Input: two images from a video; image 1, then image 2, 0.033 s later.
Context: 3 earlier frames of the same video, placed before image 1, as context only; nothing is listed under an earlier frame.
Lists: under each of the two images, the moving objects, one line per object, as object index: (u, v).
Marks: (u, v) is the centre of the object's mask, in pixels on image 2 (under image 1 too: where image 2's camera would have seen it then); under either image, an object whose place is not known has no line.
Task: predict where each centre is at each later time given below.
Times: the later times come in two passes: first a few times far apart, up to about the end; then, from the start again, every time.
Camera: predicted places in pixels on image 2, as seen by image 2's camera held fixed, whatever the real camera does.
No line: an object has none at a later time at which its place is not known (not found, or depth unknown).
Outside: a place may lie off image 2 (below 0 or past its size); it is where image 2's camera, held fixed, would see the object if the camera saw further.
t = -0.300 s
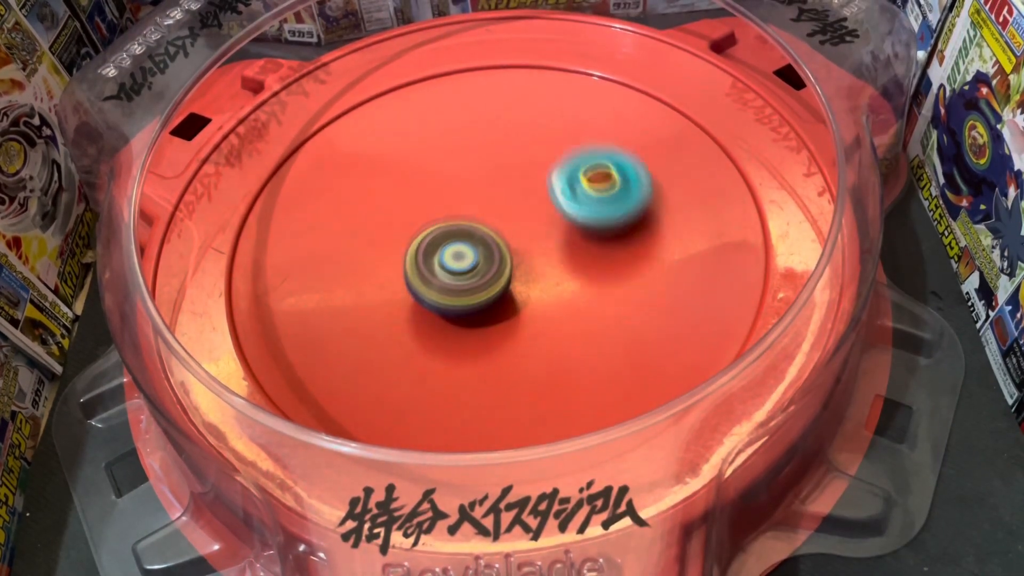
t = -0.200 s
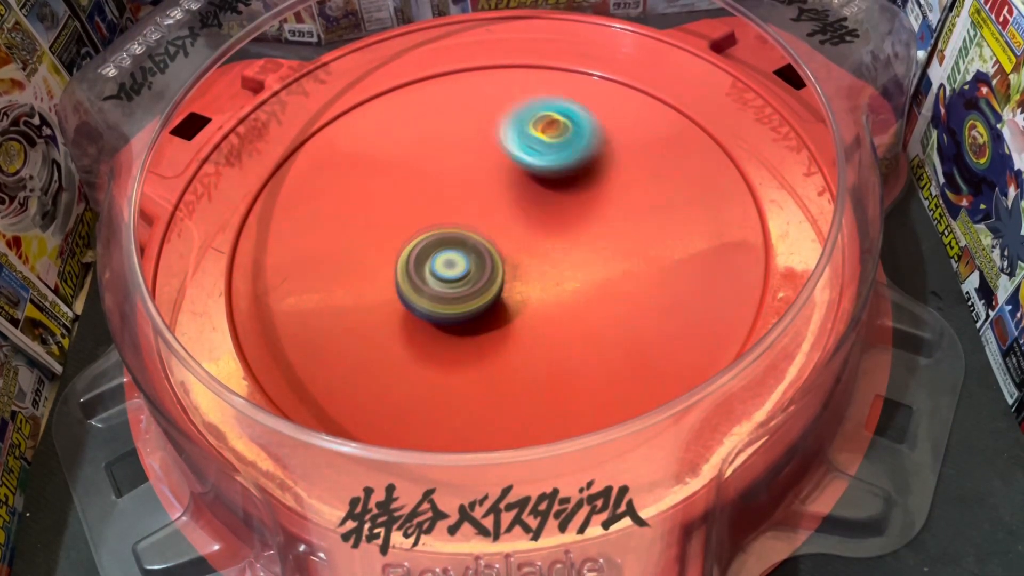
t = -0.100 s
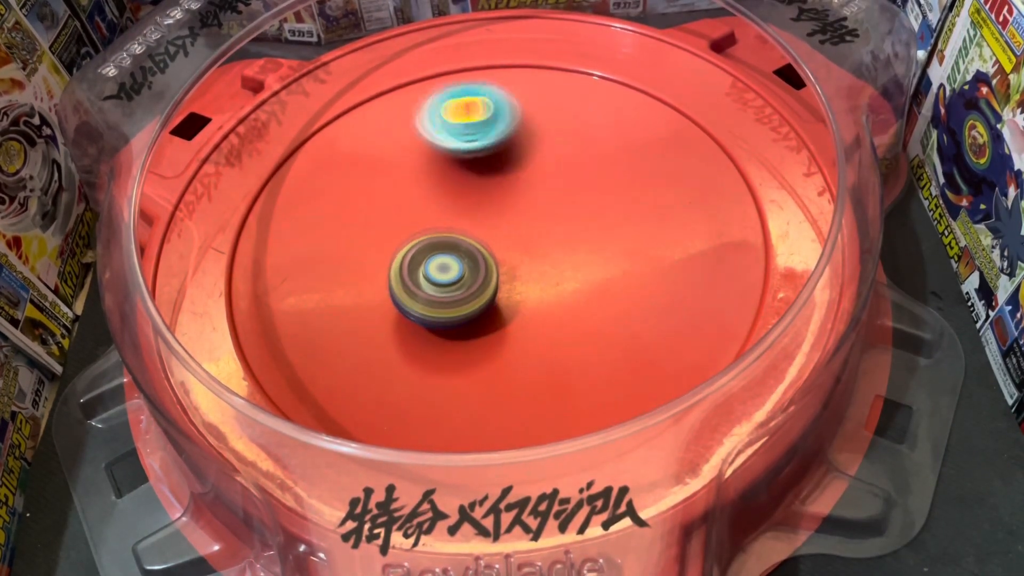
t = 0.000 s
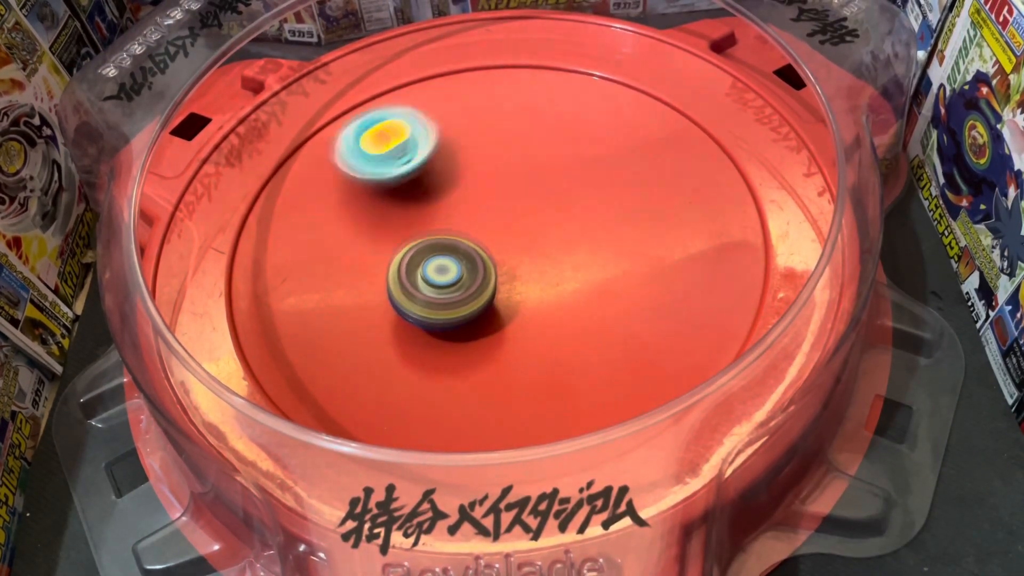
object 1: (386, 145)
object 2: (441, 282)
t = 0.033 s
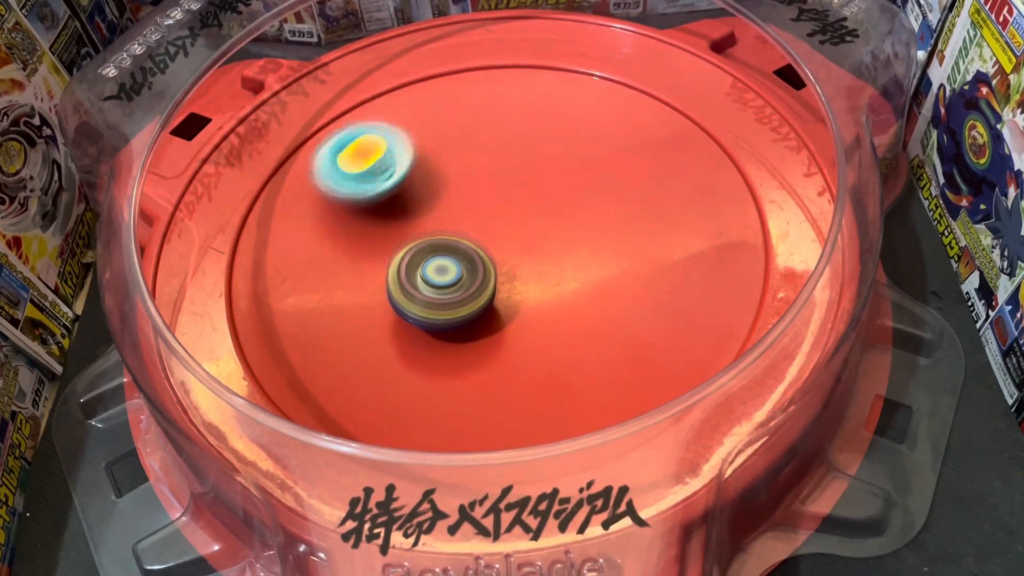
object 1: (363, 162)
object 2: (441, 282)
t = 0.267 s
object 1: (345, 320)
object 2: (470, 281)
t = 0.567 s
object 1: (604, 323)
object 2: (506, 256)
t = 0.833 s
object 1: (573, 144)
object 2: (526, 283)
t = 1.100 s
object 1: (358, 173)
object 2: (523, 292)
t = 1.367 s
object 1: (396, 344)
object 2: (525, 287)
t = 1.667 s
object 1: (600, 360)
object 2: (595, 174)
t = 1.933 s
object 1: (624, 296)
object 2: (586, 93)
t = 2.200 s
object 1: (565, 302)
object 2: (528, 113)
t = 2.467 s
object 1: (473, 351)
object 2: (512, 228)
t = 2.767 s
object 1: (475, 403)
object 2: (498, 198)
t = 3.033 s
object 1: (493, 340)
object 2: (491, 169)
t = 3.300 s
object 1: (419, 242)
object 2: (489, 154)
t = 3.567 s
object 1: (364, 233)
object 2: (485, 158)
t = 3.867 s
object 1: (366, 233)
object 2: (473, 185)
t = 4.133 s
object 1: (281, 324)
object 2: (689, 102)
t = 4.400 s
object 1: (479, 306)
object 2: (629, 278)
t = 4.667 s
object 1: (472, 178)
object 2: (547, 351)
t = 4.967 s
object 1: (412, 146)
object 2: (463, 342)
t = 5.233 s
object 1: (429, 215)
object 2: (438, 303)
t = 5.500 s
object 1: (441, 60)
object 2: (530, 407)
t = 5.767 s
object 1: (408, 121)
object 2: (506, 279)
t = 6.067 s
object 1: (433, 182)
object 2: (603, 284)
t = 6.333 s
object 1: (549, 200)
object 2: (580, 279)
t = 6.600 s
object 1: (598, 160)
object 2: (556, 253)
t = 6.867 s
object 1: (565, 136)
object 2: (517, 257)
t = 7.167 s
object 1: (519, 186)
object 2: (433, 301)
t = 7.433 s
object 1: (572, 225)
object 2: (404, 258)
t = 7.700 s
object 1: (591, 207)
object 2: (418, 222)
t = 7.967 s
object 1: (656, 260)
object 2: (311, 183)
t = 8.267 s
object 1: (707, 232)
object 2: (374, 192)
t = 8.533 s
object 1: (627, 221)
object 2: (469, 254)
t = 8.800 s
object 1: (592, 252)
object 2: (408, 295)
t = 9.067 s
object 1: (529, 309)
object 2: (408, 307)
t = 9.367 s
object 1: (517, 335)
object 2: (409, 298)
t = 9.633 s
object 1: (595, 312)
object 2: (396, 225)
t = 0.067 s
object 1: (346, 183)
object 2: (441, 283)
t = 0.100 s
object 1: (334, 206)
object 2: (440, 283)
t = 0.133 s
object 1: (329, 230)
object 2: (440, 283)
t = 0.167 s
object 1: (331, 257)
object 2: (440, 283)
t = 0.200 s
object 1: (329, 279)
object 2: (450, 284)
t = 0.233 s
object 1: (332, 300)
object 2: (461, 282)
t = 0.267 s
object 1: (345, 320)
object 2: (470, 281)
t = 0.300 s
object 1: (365, 338)
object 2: (477, 281)
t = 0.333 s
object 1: (393, 351)
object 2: (482, 281)
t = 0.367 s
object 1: (425, 359)
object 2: (486, 279)
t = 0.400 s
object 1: (456, 366)
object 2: (490, 276)
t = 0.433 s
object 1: (487, 371)
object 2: (495, 270)
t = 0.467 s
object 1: (519, 369)
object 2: (499, 264)
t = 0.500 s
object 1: (551, 359)
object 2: (502, 260)
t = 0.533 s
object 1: (580, 344)
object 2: (504, 256)
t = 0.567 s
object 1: (604, 323)
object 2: (506, 256)
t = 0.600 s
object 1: (624, 299)
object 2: (507, 255)
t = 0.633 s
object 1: (636, 273)
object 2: (509, 257)
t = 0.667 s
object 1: (641, 247)
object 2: (512, 261)
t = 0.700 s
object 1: (639, 221)
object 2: (515, 265)
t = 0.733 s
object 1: (630, 197)
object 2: (519, 270)
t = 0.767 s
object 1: (616, 177)
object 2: (522, 274)
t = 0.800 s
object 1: (597, 159)
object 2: (525, 279)
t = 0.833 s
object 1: (573, 144)
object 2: (526, 283)
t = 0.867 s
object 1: (547, 134)
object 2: (527, 287)
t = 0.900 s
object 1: (518, 127)
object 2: (526, 290)
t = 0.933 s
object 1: (488, 124)
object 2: (524, 292)
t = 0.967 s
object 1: (459, 126)
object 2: (523, 292)
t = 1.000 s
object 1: (430, 133)
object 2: (522, 292)
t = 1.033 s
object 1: (403, 143)
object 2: (522, 292)
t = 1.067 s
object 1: (379, 157)
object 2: (522, 292)
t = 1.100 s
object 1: (358, 173)
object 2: (523, 292)
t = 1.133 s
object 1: (342, 193)
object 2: (523, 292)
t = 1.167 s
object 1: (331, 215)
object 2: (523, 292)
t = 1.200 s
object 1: (325, 239)
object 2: (523, 291)
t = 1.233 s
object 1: (326, 263)
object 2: (524, 291)
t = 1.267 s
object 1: (334, 287)
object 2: (524, 290)
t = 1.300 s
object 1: (348, 310)
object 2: (524, 290)
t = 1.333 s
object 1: (369, 329)
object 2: (525, 288)
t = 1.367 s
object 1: (396, 344)
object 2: (525, 287)
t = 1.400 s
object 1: (428, 354)
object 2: (526, 286)
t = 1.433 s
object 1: (462, 358)
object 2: (528, 282)
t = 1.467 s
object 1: (476, 376)
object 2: (544, 262)
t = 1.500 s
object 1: (490, 391)
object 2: (560, 238)
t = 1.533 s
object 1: (507, 397)
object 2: (572, 218)
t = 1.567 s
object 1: (528, 396)
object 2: (580, 201)
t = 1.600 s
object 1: (551, 390)
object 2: (587, 188)
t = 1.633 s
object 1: (576, 378)
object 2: (592, 179)
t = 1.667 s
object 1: (600, 360)
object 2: (595, 174)
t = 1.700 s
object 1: (620, 339)
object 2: (599, 171)
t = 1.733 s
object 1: (633, 313)
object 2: (603, 171)
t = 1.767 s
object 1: (640, 289)
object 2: (607, 170)
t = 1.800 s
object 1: (639, 263)
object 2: (611, 171)
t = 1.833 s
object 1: (635, 251)
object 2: (611, 163)
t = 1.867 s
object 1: (635, 272)
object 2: (604, 136)
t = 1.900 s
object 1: (631, 287)
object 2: (595, 112)
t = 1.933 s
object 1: (624, 296)
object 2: (586, 93)
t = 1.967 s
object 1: (617, 302)
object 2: (576, 79)
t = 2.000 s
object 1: (609, 304)
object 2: (566, 71)
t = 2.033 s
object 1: (602, 305)
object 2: (557, 67)
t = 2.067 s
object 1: (595, 304)
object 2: (549, 67)
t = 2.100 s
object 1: (589, 303)
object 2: (542, 73)
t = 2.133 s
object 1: (582, 302)
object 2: (536, 82)
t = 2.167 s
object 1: (574, 302)
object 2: (532, 96)
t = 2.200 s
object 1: (565, 302)
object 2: (528, 113)
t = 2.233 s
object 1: (555, 302)
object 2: (526, 131)
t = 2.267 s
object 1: (544, 303)
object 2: (524, 151)
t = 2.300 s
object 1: (533, 305)
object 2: (521, 171)
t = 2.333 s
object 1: (521, 307)
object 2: (518, 192)
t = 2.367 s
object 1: (510, 309)
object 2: (516, 212)
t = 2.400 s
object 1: (499, 312)
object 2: (513, 228)
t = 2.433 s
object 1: (485, 333)
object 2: (512, 230)
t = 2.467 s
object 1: (473, 351)
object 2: (512, 228)
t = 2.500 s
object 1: (465, 364)
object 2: (511, 225)
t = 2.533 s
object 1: (460, 375)
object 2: (510, 222)
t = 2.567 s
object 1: (459, 383)
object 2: (509, 219)
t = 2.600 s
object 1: (459, 390)
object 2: (507, 215)
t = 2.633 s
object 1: (461, 395)
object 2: (505, 211)
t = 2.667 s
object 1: (463, 399)
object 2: (503, 207)
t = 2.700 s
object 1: (466, 401)
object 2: (502, 204)
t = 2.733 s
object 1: (470, 403)
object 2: (500, 201)
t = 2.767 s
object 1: (475, 403)
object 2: (498, 198)
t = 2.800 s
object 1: (480, 402)
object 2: (497, 194)
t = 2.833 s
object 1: (486, 400)
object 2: (496, 190)
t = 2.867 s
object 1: (491, 395)
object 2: (495, 186)
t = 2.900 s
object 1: (495, 387)
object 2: (494, 182)
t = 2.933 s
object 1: (498, 377)
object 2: (493, 179)
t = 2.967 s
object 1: (499, 366)
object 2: (492, 174)
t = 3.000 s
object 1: (498, 353)
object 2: (492, 171)
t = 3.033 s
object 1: (493, 340)
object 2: (491, 169)
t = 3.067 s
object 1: (487, 325)
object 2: (491, 166)
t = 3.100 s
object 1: (479, 310)
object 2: (490, 163)
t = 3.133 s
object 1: (470, 295)
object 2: (490, 161)
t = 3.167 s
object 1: (460, 281)
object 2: (490, 158)
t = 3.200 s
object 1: (449, 268)
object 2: (490, 157)
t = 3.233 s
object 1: (439, 258)
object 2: (490, 156)
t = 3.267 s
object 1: (429, 249)
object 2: (489, 155)
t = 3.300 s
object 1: (419, 242)
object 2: (489, 154)
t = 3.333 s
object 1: (410, 237)
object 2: (488, 153)
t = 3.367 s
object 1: (401, 234)
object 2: (488, 152)
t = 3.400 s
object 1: (394, 233)
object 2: (488, 154)
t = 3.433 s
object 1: (386, 232)
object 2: (487, 154)
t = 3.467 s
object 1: (379, 232)
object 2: (487, 155)
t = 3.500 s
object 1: (373, 232)
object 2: (486, 156)
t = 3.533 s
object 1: (368, 232)
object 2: (486, 157)
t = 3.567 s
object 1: (364, 233)
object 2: (485, 158)
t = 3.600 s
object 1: (361, 233)
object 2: (484, 161)
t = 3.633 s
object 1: (360, 234)
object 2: (484, 164)
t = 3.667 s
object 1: (359, 235)
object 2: (483, 166)
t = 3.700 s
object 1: (359, 236)
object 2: (481, 169)
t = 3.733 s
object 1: (360, 236)
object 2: (480, 171)
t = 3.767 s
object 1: (361, 236)
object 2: (479, 174)
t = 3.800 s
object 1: (362, 236)
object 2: (477, 178)
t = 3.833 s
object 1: (364, 234)
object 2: (475, 181)
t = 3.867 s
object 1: (366, 233)
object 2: (473, 185)
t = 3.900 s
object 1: (369, 230)
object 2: (471, 188)
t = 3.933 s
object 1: (372, 228)
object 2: (470, 192)
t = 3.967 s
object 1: (325, 242)
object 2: (509, 176)
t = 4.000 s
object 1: (270, 260)
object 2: (559, 151)
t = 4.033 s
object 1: (229, 277)
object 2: (603, 130)
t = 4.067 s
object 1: (235, 285)
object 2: (640, 112)
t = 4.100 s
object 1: (257, 306)
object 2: (672, 100)
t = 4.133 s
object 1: (281, 324)
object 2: (689, 102)
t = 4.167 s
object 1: (306, 336)
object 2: (697, 120)
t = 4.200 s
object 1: (332, 344)
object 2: (700, 141)
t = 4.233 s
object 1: (359, 350)
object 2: (697, 166)
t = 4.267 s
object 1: (387, 349)
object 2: (690, 191)
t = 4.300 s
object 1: (413, 344)
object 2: (679, 216)
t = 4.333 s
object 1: (438, 334)
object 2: (665, 240)
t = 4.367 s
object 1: (460, 322)
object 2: (647, 261)
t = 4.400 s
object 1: (479, 306)
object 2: (629, 278)
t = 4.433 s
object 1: (494, 291)
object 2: (610, 292)
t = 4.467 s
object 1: (494, 271)
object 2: (602, 305)
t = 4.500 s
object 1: (488, 251)
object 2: (599, 320)
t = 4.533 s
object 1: (485, 232)
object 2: (592, 329)
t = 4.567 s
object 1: (482, 215)
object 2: (581, 337)
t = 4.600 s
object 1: (480, 200)
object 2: (570, 343)
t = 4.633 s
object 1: (476, 188)
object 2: (559, 348)
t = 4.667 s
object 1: (472, 178)
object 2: (547, 351)
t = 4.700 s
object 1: (467, 170)
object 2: (535, 354)
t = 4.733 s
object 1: (461, 163)
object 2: (524, 355)
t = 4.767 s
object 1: (454, 157)
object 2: (514, 356)
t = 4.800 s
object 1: (447, 152)
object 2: (503, 355)
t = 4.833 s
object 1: (441, 149)
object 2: (494, 354)
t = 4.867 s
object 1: (433, 146)
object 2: (485, 352)
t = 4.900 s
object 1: (426, 145)
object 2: (477, 350)
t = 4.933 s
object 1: (419, 145)
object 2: (470, 346)
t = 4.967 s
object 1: (412, 146)
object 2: (463, 342)
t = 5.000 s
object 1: (405, 149)
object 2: (458, 338)
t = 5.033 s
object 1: (398, 154)
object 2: (453, 333)
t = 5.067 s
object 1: (393, 161)
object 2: (449, 328)
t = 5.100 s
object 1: (391, 170)
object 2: (445, 324)
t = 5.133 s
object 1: (395, 182)
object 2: (442, 319)
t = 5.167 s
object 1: (402, 194)
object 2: (440, 313)
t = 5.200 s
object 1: (414, 206)
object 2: (439, 307)
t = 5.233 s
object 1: (429, 215)
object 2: (438, 303)
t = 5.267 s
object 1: (437, 193)
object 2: (448, 329)
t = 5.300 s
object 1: (441, 155)
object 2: (467, 374)
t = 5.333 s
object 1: (444, 123)
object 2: (483, 403)
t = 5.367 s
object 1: (447, 98)
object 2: (497, 418)
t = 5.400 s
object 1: (448, 79)
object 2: (510, 420)
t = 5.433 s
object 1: (448, 68)
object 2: (519, 419)
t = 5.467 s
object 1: (445, 62)
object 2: (527, 414)
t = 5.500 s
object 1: (441, 60)
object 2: (530, 407)
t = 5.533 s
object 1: (437, 61)
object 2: (532, 398)
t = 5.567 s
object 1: (432, 64)
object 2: (532, 386)
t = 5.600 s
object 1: (426, 69)
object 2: (528, 368)
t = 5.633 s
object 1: (422, 76)
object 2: (524, 350)
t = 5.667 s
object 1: (417, 84)
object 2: (520, 332)
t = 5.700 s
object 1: (413, 95)
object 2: (515, 314)
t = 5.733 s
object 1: (409, 107)
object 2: (510, 295)
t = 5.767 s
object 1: (408, 121)
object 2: (506, 279)
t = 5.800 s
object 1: (411, 137)
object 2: (503, 263)
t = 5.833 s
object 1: (419, 153)
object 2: (501, 249)
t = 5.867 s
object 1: (430, 170)
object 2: (501, 239)
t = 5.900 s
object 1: (425, 169)
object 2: (524, 245)
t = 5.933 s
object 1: (416, 163)
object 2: (550, 256)
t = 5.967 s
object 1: (413, 163)
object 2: (572, 264)
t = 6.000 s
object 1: (415, 166)
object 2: (589, 272)
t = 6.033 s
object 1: (422, 174)
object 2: (600, 278)
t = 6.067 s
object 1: (433, 182)
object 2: (603, 284)
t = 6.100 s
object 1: (446, 191)
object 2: (604, 287)
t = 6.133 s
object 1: (462, 198)
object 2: (601, 288)
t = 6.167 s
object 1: (479, 203)
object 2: (599, 288)
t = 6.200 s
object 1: (495, 207)
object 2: (595, 288)
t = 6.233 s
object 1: (511, 209)
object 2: (591, 286)
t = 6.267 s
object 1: (526, 209)
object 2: (586, 283)
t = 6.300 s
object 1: (539, 205)
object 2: (582, 281)
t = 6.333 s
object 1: (549, 200)
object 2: (580, 279)
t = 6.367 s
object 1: (559, 194)
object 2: (577, 278)
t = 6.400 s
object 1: (568, 189)
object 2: (574, 276)
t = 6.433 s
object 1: (576, 184)
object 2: (571, 272)
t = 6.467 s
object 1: (583, 179)
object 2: (568, 269)
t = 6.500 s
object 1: (589, 174)
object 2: (564, 266)
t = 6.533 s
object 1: (593, 169)
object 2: (561, 261)
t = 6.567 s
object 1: (596, 164)
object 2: (559, 257)
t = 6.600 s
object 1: (598, 160)
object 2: (556, 253)
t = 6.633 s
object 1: (599, 156)
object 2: (553, 248)
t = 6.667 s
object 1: (597, 152)
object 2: (549, 244)
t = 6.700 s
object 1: (594, 149)
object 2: (547, 241)
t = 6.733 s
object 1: (589, 147)
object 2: (543, 236)
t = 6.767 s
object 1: (582, 147)
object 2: (540, 233)
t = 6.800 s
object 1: (574, 148)
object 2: (539, 232)
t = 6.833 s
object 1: (570, 142)
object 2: (530, 243)
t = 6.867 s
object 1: (565, 136)
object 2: (517, 257)
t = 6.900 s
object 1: (557, 135)
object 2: (507, 267)
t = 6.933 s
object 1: (545, 139)
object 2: (495, 274)
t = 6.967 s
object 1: (533, 147)
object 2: (487, 278)
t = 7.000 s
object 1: (522, 158)
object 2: (479, 279)
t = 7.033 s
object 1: (514, 171)
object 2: (474, 276)
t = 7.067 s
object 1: (507, 184)
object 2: (470, 272)
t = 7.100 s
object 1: (510, 186)
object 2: (457, 283)
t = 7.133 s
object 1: (514, 184)
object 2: (444, 295)
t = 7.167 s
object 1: (519, 186)
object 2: (433, 301)
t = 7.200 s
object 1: (523, 191)
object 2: (425, 303)
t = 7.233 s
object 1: (528, 197)
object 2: (419, 301)
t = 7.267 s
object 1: (534, 204)
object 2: (414, 295)
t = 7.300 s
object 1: (540, 210)
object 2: (410, 288)
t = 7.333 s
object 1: (548, 216)
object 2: (407, 280)
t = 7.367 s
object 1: (556, 220)
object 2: (405, 272)
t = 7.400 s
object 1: (564, 223)
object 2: (404, 265)
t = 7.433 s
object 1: (572, 225)
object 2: (404, 258)
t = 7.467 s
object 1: (581, 225)
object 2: (404, 251)
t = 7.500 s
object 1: (588, 225)
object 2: (405, 246)
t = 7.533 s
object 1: (594, 222)
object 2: (406, 240)
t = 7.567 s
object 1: (598, 219)
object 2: (408, 236)
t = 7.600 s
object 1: (601, 216)
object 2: (410, 232)
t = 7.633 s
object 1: (600, 212)
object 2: (412, 228)
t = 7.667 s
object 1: (597, 209)
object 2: (415, 225)
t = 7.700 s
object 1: (591, 207)
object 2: (418, 222)
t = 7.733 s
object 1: (583, 207)
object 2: (421, 220)
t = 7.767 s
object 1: (573, 209)
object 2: (424, 218)
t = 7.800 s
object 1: (561, 212)
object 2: (427, 218)
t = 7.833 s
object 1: (549, 218)
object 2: (430, 216)
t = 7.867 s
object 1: (538, 226)
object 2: (432, 216)
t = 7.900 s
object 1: (575, 240)
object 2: (395, 209)
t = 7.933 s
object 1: (619, 251)
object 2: (348, 194)
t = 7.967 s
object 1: (656, 260)
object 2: (311, 183)
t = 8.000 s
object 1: (685, 264)
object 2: (284, 173)
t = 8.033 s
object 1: (706, 265)
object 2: (268, 167)
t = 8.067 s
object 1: (717, 263)
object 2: (270, 167)
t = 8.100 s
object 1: (723, 259)
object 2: (278, 168)
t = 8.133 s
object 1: (727, 254)
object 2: (291, 170)
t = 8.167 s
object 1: (726, 248)
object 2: (308, 175)
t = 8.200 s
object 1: (721, 243)
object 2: (329, 179)
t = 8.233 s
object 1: (715, 237)
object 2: (351, 185)
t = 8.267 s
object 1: (707, 232)
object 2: (374, 192)
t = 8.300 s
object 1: (695, 227)
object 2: (398, 199)
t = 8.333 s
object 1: (682, 222)
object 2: (422, 207)
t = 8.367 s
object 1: (667, 219)
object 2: (445, 214)
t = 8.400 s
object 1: (651, 218)
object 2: (466, 222)
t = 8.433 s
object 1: (632, 219)
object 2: (484, 228)
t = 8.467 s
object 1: (612, 222)
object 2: (499, 235)
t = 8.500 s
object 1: (619, 222)
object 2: (487, 244)
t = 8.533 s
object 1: (627, 221)
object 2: (469, 254)
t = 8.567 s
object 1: (632, 219)
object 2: (453, 264)
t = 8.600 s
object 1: (633, 219)
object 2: (438, 271)
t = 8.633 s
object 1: (631, 221)
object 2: (428, 278)
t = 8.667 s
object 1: (626, 225)
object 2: (421, 282)
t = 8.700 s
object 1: (619, 230)
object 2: (416, 286)
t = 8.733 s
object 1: (611, 237)
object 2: (412, 290)
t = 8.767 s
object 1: (602, 244)
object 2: (410, 292)
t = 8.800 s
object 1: (592, 252)
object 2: (408, 295)
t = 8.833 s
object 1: (582, 260)
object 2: (407, 297)
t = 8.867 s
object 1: (573, 268)
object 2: (406, 299)
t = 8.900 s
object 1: (563, 276)
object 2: (406, 301)
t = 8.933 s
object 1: (554, 284)
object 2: (406, 303)
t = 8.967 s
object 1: (546, 291)
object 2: (407, 305)
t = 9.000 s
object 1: (538, 297)
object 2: (408, 306)
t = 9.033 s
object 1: (531, 303)
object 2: (410, 308)
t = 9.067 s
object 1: (529, 309)
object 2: (408, 307)
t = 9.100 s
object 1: (533, 312)
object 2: (399, 308)
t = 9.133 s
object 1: (535, 315)
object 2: (395, 306)
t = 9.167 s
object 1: (534, 319)
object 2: (395, 306)
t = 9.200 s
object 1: (531, 322)
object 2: (397, 306)
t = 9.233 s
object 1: (527, 325)
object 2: (400, 305)
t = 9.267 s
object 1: (522, 328)
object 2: (404, 305)
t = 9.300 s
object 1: (519, 331)
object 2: (408, 304)
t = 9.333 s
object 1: (518, 333)
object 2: (407, 301)
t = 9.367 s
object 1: (517, 335)
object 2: (409, 298)
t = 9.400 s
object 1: (514, 335)
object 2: (412, 295)
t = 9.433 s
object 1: (525, 341)
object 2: (406, 288)
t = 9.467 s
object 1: (547, 346)
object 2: (393, 273)
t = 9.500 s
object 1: (564, 347)
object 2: (384, 258)
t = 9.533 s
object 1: (577, 342)
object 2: (381, 246)
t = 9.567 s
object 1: (586, 335)
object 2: (382, 237)
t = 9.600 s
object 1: (593, 324)
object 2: (388, 230)
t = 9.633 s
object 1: (595, 312)
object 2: (396, 225)
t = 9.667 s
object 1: (594, 299)
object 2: (405, 222)
